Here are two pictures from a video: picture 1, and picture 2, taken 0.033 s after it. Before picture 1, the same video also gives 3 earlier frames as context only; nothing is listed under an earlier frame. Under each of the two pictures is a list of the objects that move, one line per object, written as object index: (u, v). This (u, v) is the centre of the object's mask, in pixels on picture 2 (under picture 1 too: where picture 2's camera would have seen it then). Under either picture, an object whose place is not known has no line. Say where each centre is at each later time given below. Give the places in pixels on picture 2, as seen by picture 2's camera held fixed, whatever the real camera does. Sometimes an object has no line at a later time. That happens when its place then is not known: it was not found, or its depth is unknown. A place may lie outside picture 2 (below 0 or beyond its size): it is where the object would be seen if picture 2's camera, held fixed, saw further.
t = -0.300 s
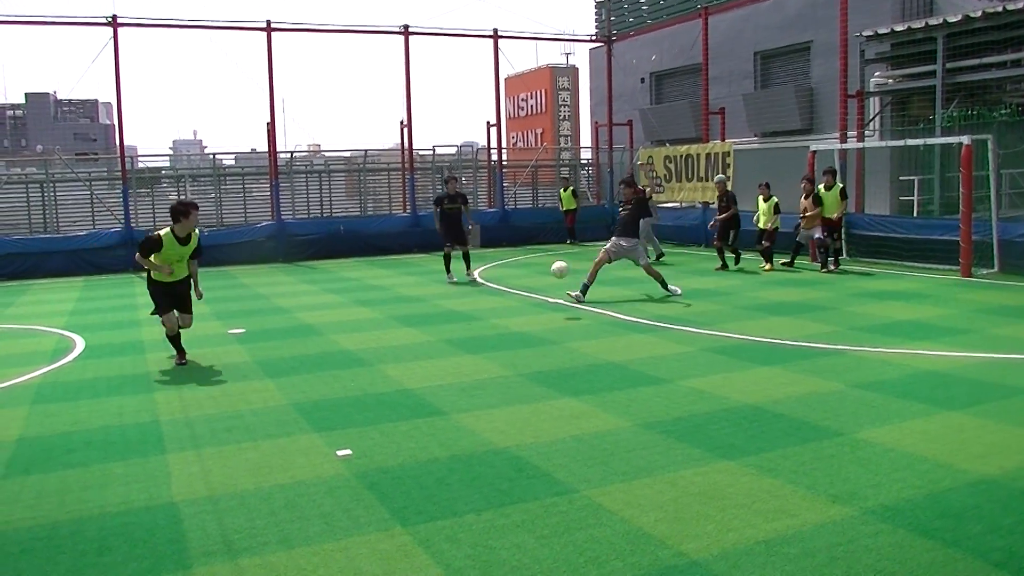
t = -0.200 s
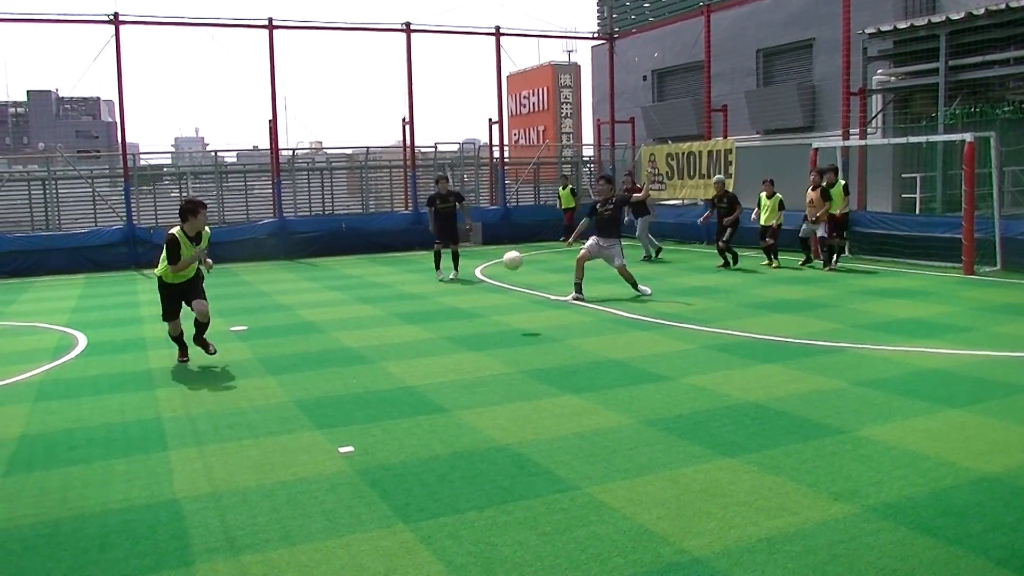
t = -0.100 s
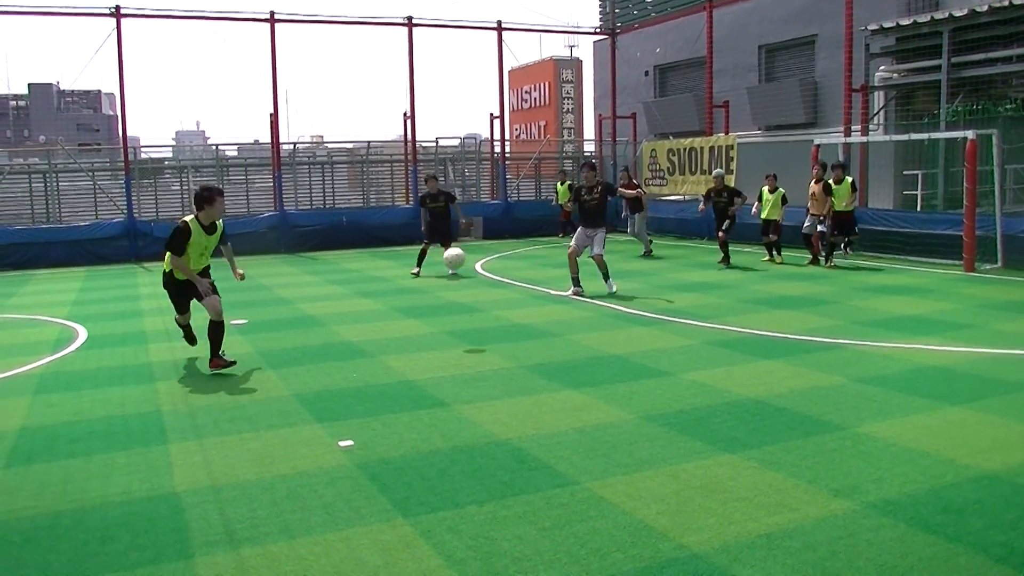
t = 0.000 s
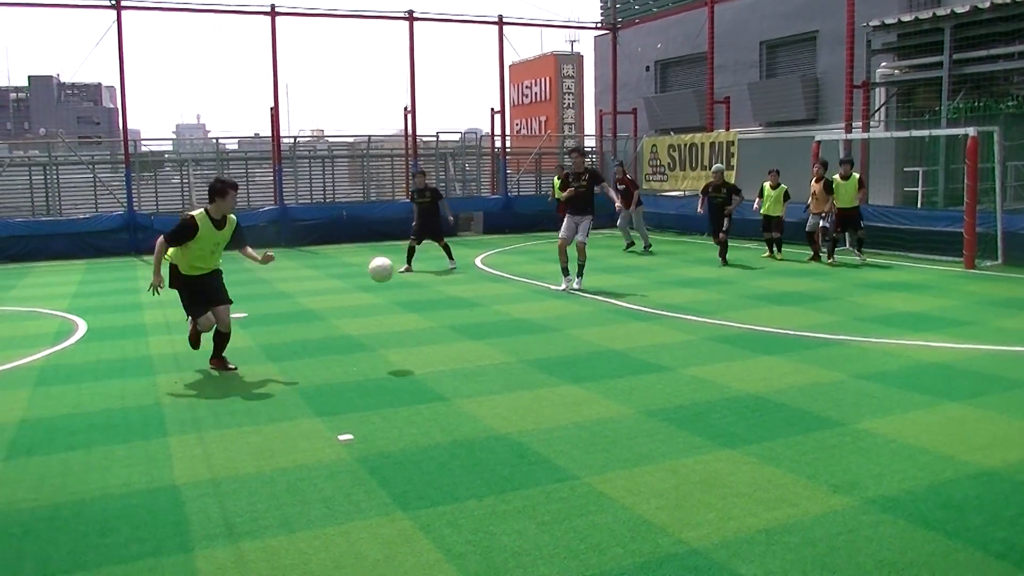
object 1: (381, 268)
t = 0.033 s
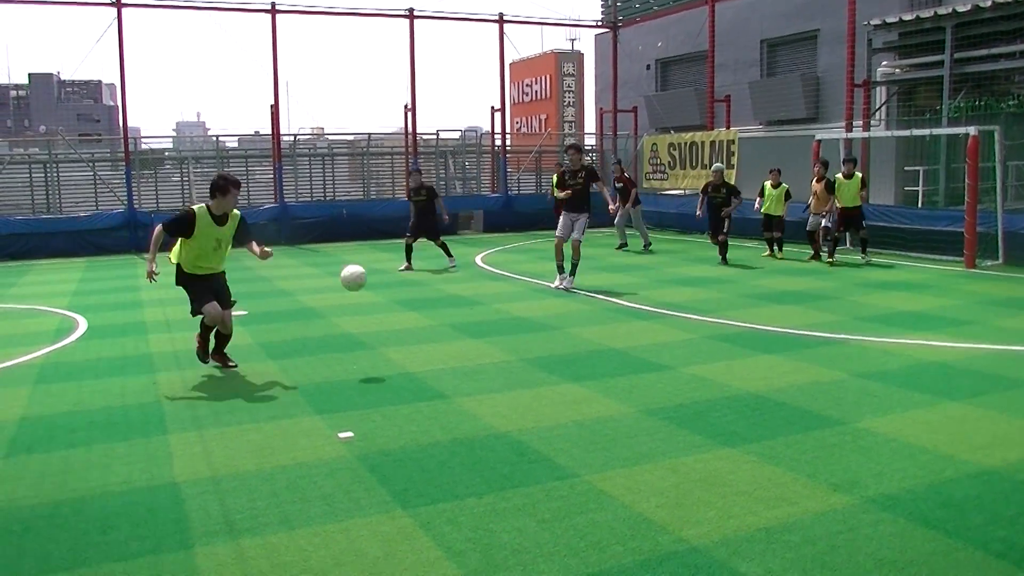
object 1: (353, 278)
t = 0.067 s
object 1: (323, 290)
